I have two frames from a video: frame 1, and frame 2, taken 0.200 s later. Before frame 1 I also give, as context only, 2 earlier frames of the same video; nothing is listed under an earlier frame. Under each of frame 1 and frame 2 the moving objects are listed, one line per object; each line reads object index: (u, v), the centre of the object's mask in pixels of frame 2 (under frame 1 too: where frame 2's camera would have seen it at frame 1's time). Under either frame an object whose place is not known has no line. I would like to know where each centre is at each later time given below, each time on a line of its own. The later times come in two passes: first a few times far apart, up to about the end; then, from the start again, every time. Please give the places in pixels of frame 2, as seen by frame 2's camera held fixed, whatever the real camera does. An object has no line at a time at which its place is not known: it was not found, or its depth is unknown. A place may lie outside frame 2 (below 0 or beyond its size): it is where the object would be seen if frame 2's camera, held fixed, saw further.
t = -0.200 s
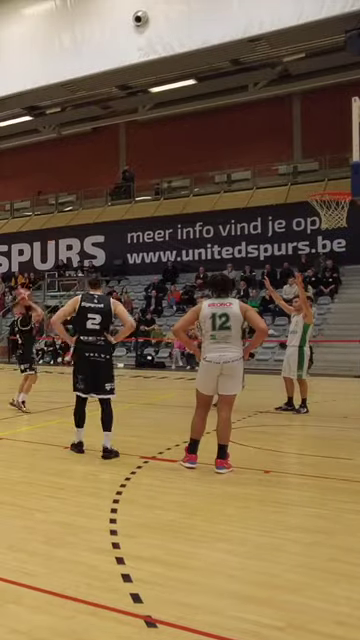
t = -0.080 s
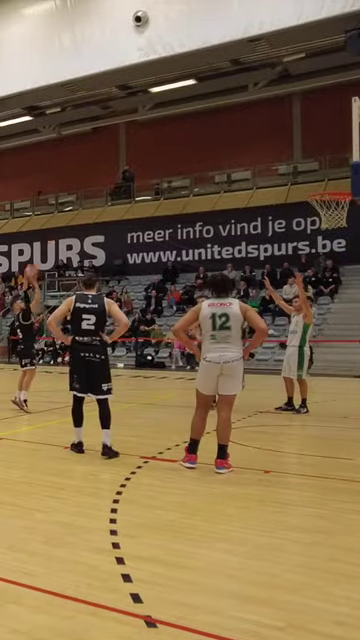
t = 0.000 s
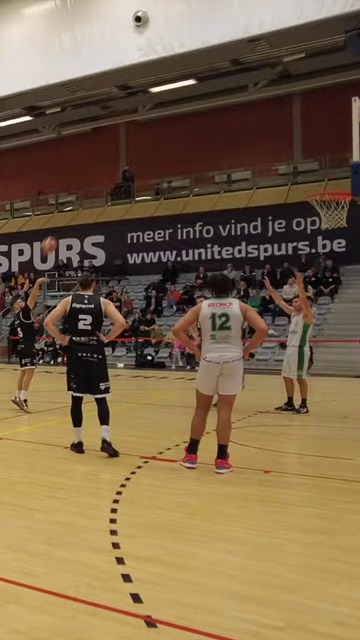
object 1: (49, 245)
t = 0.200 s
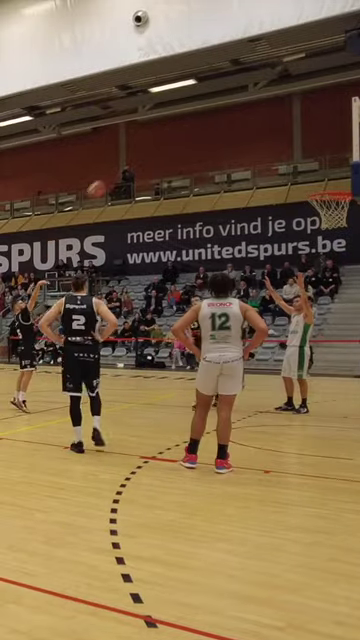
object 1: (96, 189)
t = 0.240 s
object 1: (106, 181)
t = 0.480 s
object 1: (170, 147)
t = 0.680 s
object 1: (228, 146)
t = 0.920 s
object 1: (307, 184)
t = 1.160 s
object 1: (345, 168)
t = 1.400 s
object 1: (325, 184)
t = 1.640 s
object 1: (331, 187)
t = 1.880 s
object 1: (333, 193)
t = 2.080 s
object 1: (317, 214)
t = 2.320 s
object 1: (324, 241)
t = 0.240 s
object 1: (106, 181)
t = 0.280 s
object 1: (116, 173)
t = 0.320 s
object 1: (127, 166)
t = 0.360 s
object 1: (137, 159)
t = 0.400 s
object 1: (147, 154)
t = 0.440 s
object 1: (158, 150)
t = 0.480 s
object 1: (170, 147)
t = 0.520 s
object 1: (181, 144)
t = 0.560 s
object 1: (192, 143)
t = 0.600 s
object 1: (204, 143)
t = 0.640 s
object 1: (215, 144)
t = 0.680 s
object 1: (228, 146)
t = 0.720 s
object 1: (240, 149)
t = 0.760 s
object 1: (253, 153)
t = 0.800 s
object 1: (266, 159)
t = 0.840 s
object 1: (280, 167)
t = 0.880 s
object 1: (293, 175)
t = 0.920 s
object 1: (307, 184)
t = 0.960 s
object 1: (315, 184)
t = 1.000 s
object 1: (321, 177)
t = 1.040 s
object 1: (328, 172)
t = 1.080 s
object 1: (334, 170)
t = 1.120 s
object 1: (341, 168)
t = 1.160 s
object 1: (345, 168)
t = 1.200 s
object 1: (347, 168)
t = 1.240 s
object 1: (344, 169)
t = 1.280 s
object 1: (340, 171)
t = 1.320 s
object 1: (336, 174)
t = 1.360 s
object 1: (330, 178)
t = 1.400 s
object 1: (325, 184)
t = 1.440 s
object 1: (323, 185)
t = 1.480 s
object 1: (323, 185)
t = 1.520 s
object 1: (323, 187)
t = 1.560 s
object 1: (324, 188)
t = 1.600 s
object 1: (327, 187)
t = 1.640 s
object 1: (331, 187)
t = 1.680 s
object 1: (336, 187)
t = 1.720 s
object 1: (341, 187)
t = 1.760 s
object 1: (340, 187)
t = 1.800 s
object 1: (340, 187)
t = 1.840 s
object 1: (337, 188)
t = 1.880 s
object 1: (333, 193)
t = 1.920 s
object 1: (329, 200)
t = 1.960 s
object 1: (324, 204)
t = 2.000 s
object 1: (318, 208)
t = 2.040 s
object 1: (317, 212)
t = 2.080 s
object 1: (317, 214)
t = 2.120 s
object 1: (317, 215)
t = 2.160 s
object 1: (319, 219)
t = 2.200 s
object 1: (321, 223)
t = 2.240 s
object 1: (322, 227)
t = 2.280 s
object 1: (322, 232)
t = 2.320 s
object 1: (324, 241)
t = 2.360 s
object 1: (326, 252)
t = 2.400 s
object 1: (327, 262)
